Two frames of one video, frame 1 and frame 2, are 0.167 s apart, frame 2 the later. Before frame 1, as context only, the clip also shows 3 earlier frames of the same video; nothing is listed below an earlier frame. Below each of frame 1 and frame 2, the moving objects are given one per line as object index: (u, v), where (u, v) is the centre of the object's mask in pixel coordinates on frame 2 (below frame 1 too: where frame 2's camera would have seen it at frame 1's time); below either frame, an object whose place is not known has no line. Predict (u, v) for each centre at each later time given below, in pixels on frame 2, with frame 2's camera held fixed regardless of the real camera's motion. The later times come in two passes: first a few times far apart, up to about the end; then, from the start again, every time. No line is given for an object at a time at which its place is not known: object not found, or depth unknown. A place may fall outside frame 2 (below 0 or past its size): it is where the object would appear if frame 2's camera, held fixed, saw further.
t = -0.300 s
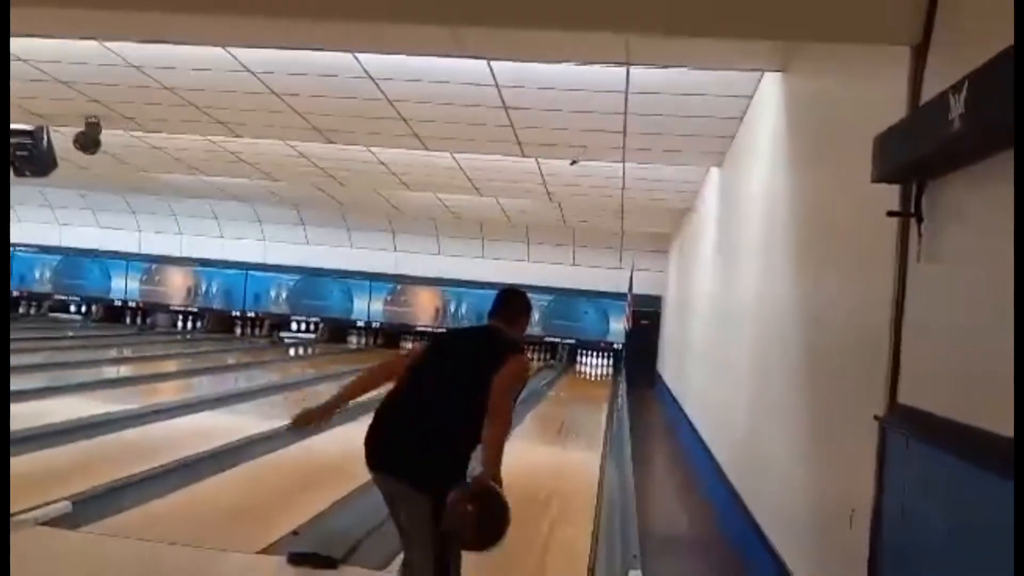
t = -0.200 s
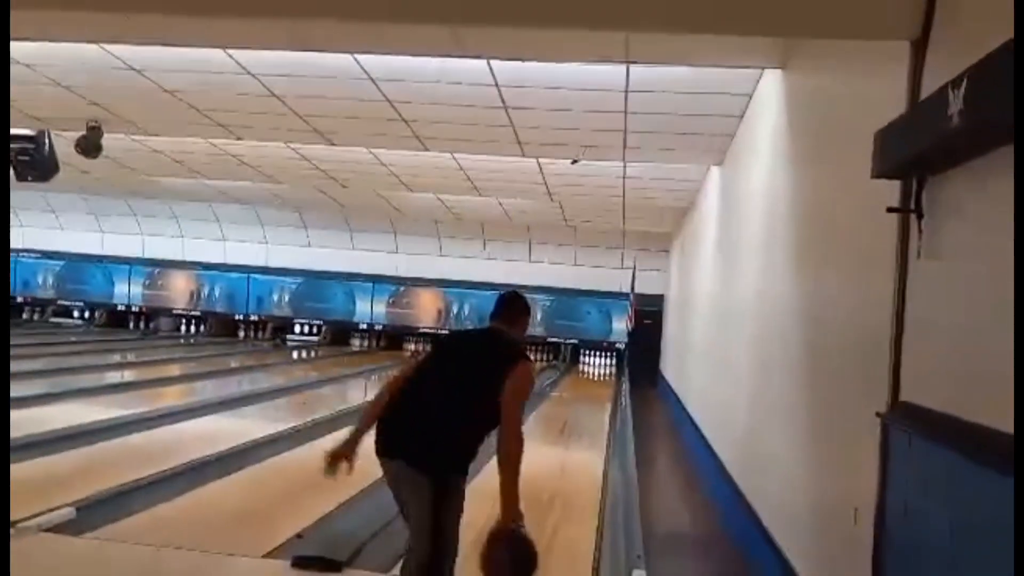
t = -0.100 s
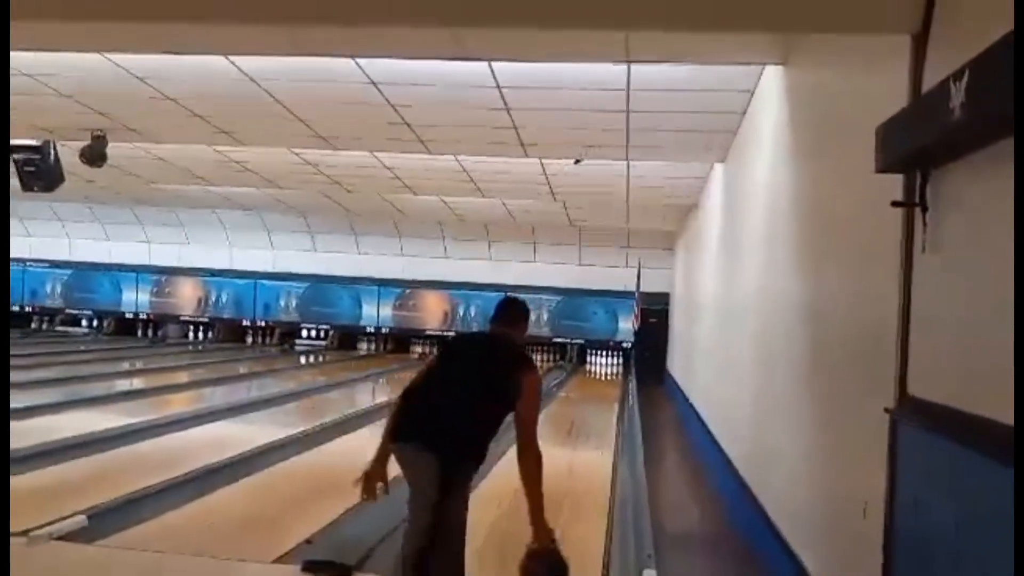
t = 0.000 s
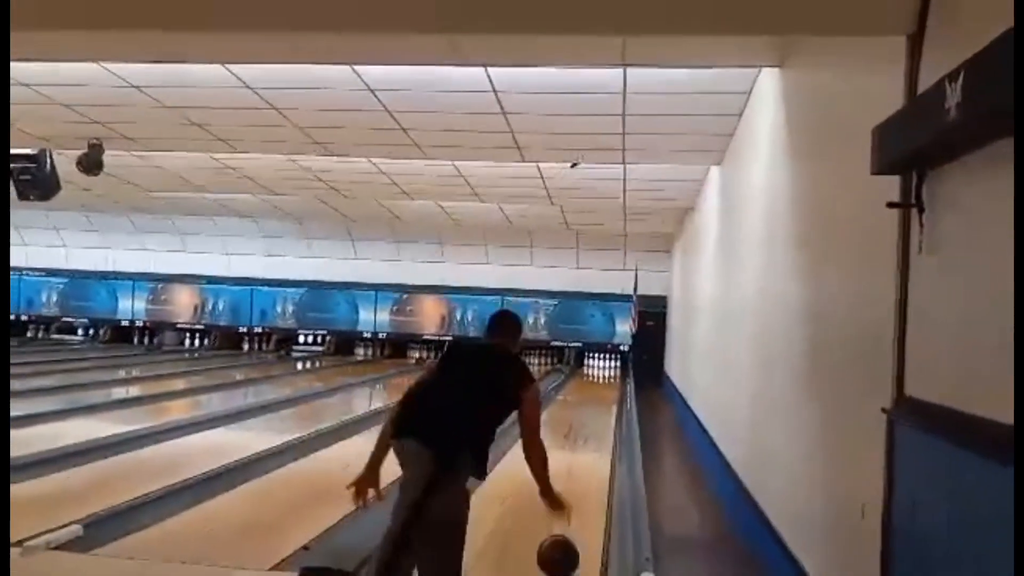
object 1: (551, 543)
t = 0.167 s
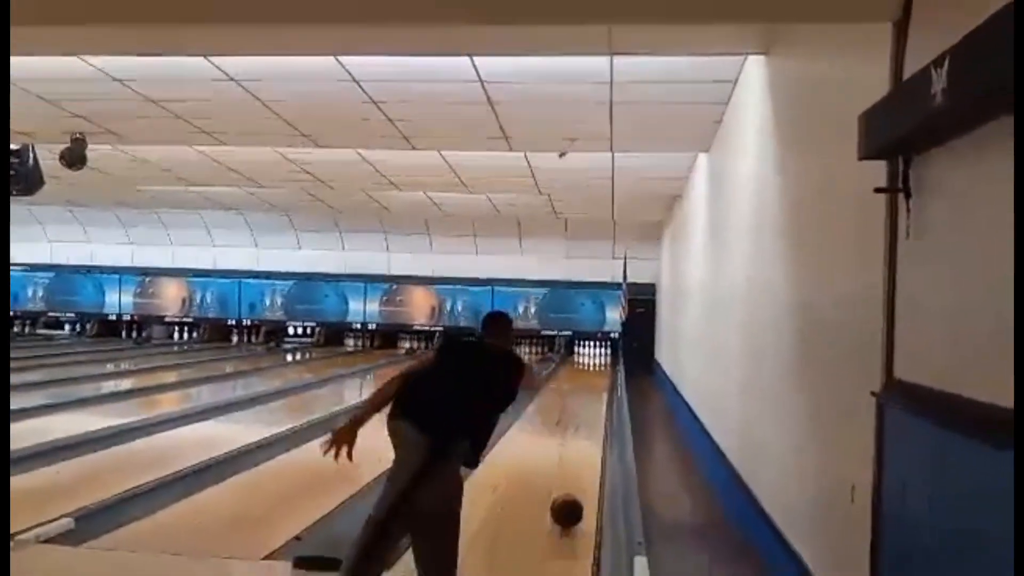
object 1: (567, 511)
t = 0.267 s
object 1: (573, 490)
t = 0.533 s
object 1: (587, 447)
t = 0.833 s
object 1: (594, 420)
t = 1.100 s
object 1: (599, 404)
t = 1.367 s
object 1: (602, 390)
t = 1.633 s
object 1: (605, 380)
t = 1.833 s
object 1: (606, 378)
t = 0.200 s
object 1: (569, 505)
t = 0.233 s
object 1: (571, 497)
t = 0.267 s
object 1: (573, 490)
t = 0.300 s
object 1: (576, 483)
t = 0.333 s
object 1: (578, 476)
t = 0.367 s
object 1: (580, 470)
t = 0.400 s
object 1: (581, 465)
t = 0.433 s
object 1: (583, 460)
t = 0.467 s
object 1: (584, 456)
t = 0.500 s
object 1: (586, 452)
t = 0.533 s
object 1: (587, 447)
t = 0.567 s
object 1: (589, 444)
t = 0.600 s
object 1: (590, 441)
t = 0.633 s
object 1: (590, 437)
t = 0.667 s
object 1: (590, 434)
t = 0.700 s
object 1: (591, 431)
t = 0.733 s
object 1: (592, 428)
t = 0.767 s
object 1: (593, 425)
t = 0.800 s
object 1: (594, 423)
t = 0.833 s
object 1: (594, 420)
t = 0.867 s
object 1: (595, 417)
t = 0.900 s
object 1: (595, 414)
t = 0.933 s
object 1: (596, 412)
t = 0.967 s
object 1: (597, 410)
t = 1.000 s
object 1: (598, 408)
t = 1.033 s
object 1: (598, 406)
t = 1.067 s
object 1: (598, 405)
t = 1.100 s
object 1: (599, 404)
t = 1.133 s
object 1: (599, 401)
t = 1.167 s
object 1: (600, 400)
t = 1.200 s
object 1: (600, 398)
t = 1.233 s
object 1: (600, 396)
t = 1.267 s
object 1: (601, 394)
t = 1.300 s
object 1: (602, 393)
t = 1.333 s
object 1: (602, 392)
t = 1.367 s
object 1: (602, 390)
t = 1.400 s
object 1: (603, 389)
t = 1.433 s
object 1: (603, 388)
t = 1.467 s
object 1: (603, 387)
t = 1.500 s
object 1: (603, 386)
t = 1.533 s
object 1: (604, 385)
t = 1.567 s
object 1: (604, 383)
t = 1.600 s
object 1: (604, 383)
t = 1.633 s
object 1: (605, 380)
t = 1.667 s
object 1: (605, 380)
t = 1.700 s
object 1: (605, 380)
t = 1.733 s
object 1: (605, 379)
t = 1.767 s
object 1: (606, 378)
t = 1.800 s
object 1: (606, 377)
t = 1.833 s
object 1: (606, 378)
